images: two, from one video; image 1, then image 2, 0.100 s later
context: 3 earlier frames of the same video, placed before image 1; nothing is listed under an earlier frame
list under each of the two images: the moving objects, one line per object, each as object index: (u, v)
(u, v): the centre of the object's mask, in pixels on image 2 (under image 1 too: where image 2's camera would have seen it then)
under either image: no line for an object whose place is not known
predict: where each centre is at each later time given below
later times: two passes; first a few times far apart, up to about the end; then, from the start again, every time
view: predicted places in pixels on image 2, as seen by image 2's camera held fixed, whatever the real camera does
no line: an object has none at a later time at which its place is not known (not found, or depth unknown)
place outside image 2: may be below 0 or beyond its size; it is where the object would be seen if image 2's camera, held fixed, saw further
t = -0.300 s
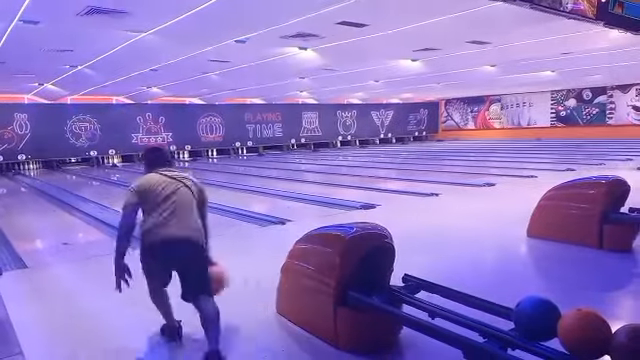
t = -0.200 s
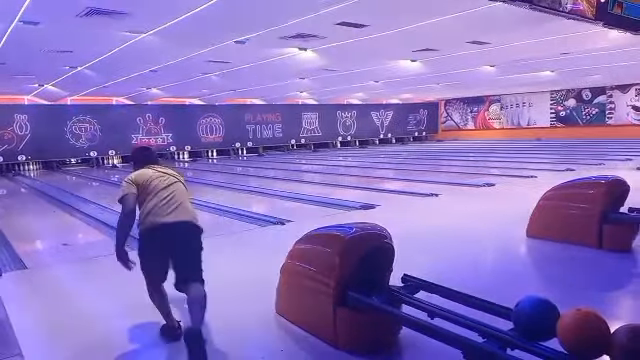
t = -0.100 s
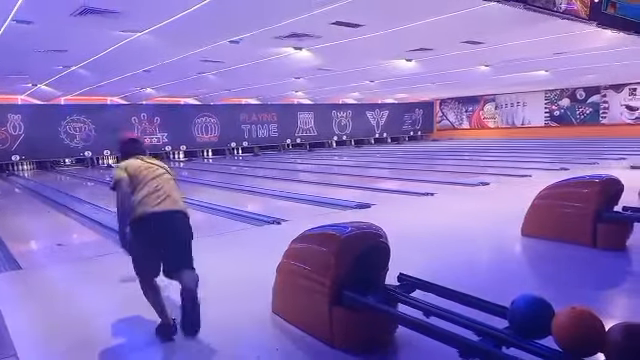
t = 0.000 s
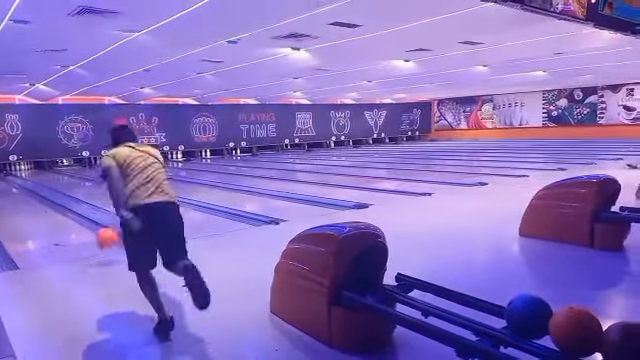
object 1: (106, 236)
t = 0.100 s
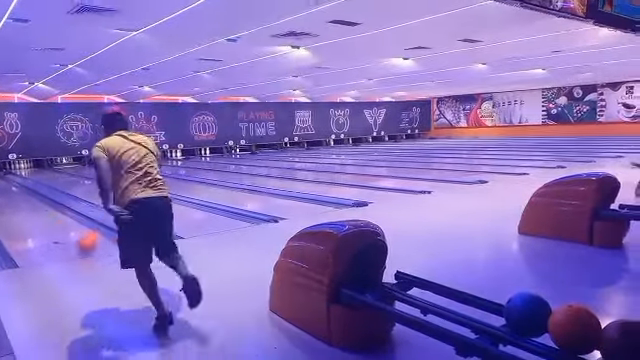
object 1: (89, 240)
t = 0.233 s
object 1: (67, 232)
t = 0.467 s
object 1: (42, 217)
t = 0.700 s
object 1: (23, 205)
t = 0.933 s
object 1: (10, 199)
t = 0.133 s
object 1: (82, 238)
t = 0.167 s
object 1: (76, 235)
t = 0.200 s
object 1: (72, 234)
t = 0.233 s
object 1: (67, 232)
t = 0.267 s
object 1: (62, 229)
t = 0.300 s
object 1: (58, 227)
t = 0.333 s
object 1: (54, 224)
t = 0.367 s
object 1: (51, 222)
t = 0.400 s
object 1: (47, 220)
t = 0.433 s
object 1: (45, 219)
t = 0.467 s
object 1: (42, 217)
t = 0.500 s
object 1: (38, 215)
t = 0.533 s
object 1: (35, 213)
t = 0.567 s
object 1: (34, 212)
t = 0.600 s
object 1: (30, 210)
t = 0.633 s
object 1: (28, 208)
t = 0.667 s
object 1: (24, 207)
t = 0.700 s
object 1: (23, 205)
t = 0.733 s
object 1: (21, 204)
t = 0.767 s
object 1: (18, 204)
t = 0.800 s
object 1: (17, 203)
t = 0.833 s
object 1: (17, 203)
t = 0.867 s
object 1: (14, 200)
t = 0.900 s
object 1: (12, 199)
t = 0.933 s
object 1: (10, 199)
